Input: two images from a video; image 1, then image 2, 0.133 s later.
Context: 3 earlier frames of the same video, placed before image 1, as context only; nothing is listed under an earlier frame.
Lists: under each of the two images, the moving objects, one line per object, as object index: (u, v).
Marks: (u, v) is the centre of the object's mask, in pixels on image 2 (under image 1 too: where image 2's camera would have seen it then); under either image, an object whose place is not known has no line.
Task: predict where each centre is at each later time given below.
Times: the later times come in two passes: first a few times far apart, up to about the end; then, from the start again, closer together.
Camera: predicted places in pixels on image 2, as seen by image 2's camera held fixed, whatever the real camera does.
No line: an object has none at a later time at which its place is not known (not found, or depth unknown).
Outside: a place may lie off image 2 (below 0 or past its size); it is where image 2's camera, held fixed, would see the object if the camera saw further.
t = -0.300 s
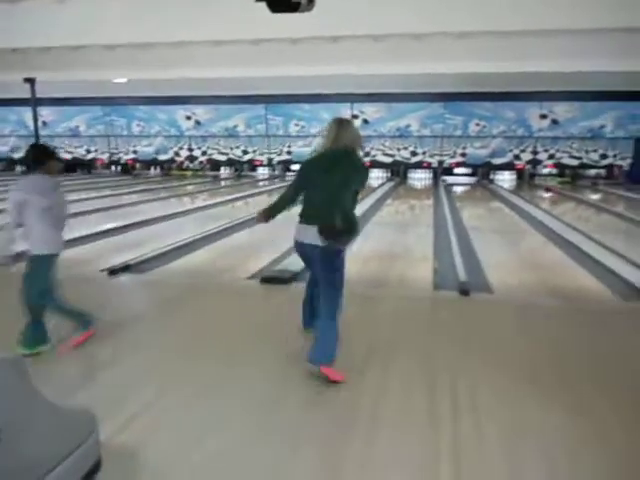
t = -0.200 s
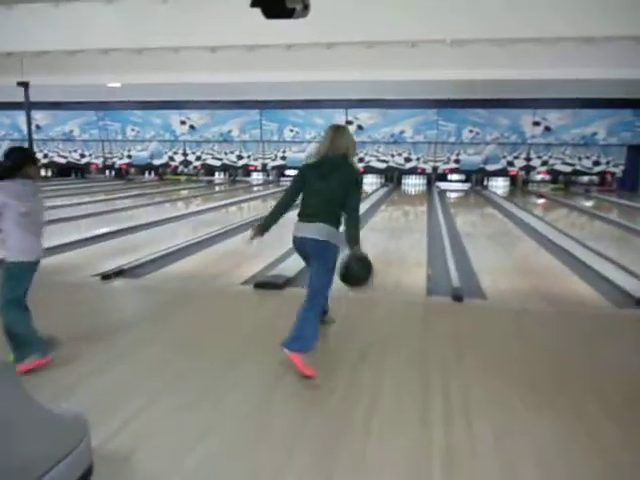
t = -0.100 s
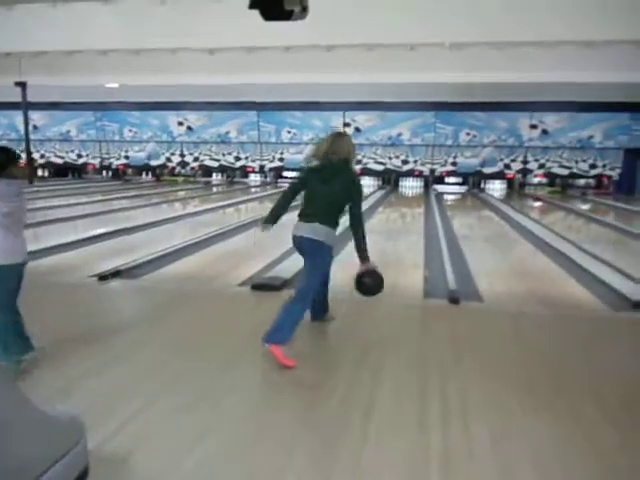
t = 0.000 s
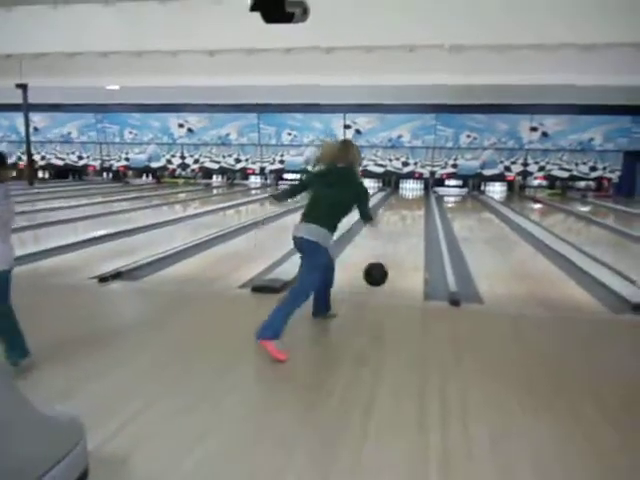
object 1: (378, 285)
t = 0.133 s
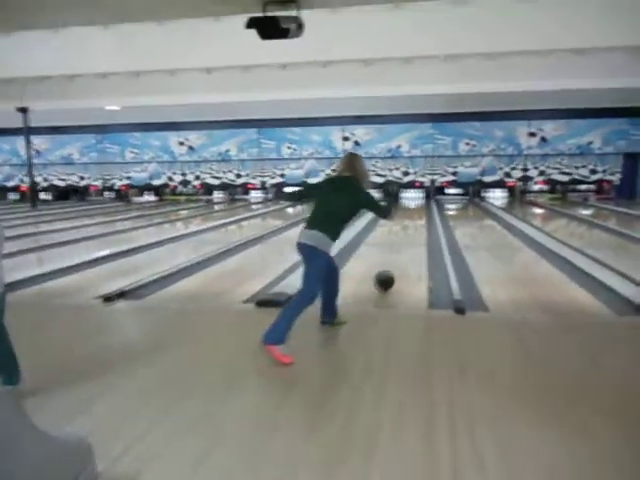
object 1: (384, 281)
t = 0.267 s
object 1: (388, 264)
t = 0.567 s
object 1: (393, 241)
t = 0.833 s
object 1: (395, 229)
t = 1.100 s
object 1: (397, 220)
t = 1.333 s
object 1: (399, 213)
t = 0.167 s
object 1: (385, 276)
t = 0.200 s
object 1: (386, 272)
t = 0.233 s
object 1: (386, 269)
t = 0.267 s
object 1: (388, 264)
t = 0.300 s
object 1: (388, 261)
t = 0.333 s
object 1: (389, 258)
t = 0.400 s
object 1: (391, 253)
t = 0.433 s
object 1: (391, 249)
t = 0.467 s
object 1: (391, 247)
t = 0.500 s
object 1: (392, 246)
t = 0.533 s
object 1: (392, 243)
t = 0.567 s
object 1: (393, 241)
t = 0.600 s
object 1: (393, 240)
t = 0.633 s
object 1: (393, 238)
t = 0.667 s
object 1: (394, 236)
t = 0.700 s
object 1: (394, 234)
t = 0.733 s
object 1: (394, 233)
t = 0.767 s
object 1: (394, 231)
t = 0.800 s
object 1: (395, 230)
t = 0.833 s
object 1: (395, 229)
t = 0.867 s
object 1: (395, 227)
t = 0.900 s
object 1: (395, 226)
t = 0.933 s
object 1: (396, 225)
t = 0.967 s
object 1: (397, 224)
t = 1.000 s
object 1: (397, 223)
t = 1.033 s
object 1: (396, 223)
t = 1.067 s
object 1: (397, 221)
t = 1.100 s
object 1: (397, 220)
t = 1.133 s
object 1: (397, 220)
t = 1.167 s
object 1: (397, 218)
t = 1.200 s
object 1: (398, 218)
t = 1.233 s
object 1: (399, 217)
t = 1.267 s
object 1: (399, 217)
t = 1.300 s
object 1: (399, 215)
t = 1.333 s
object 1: (399, 213)
